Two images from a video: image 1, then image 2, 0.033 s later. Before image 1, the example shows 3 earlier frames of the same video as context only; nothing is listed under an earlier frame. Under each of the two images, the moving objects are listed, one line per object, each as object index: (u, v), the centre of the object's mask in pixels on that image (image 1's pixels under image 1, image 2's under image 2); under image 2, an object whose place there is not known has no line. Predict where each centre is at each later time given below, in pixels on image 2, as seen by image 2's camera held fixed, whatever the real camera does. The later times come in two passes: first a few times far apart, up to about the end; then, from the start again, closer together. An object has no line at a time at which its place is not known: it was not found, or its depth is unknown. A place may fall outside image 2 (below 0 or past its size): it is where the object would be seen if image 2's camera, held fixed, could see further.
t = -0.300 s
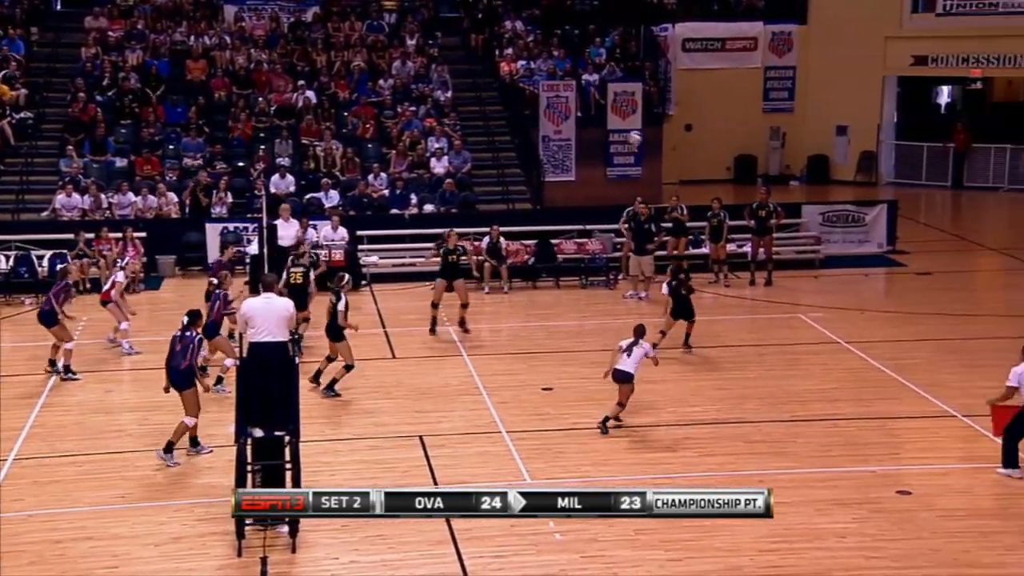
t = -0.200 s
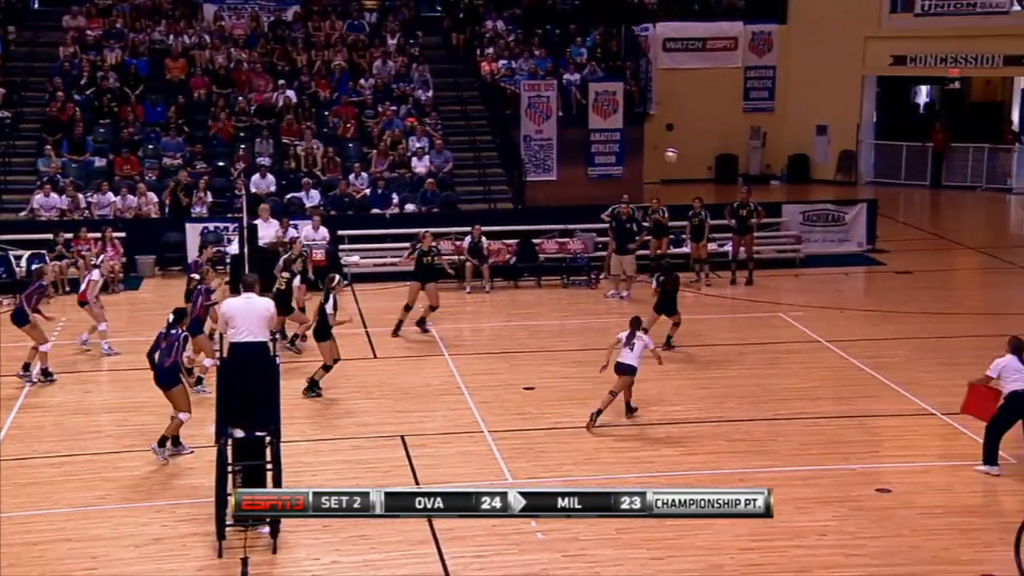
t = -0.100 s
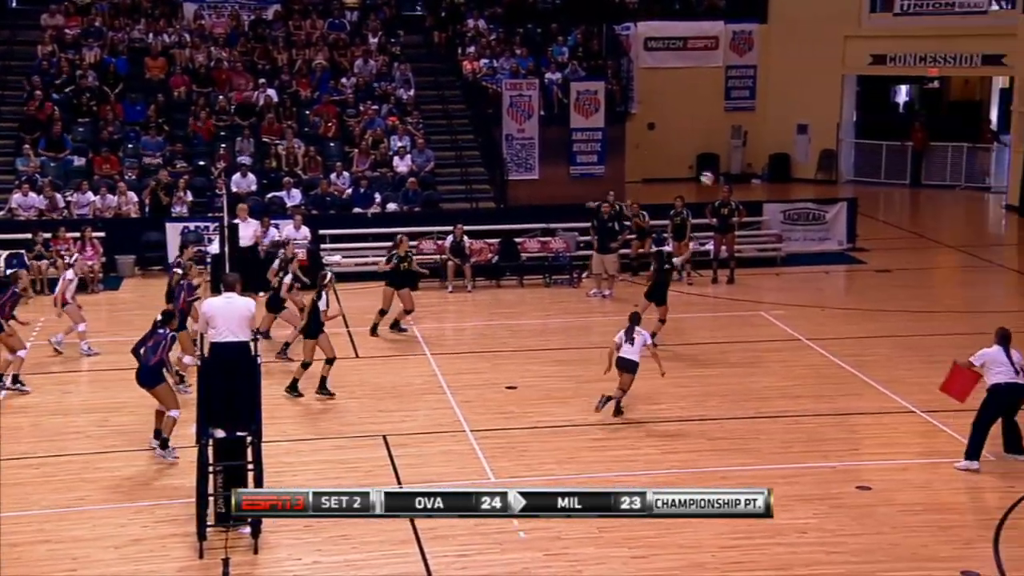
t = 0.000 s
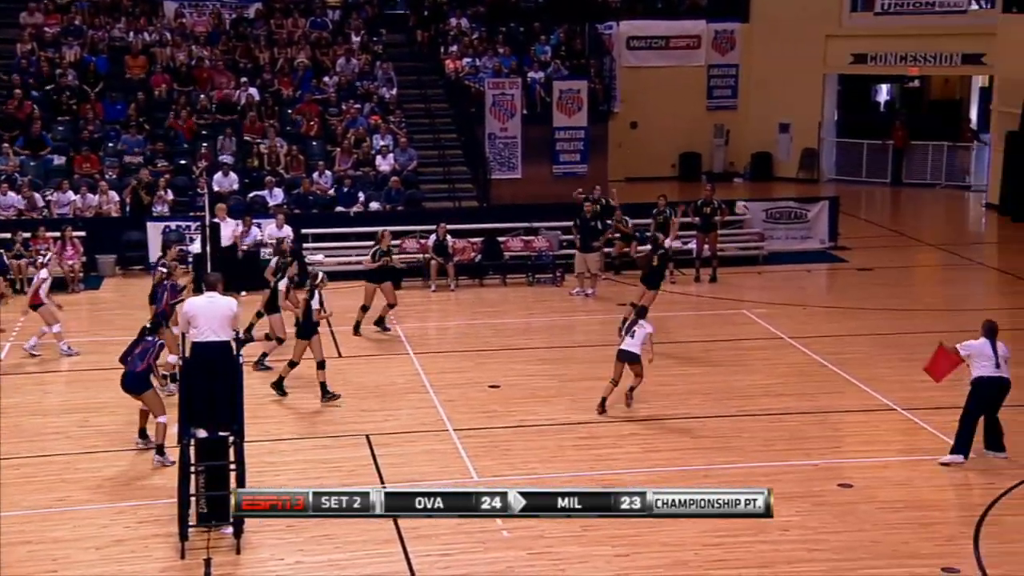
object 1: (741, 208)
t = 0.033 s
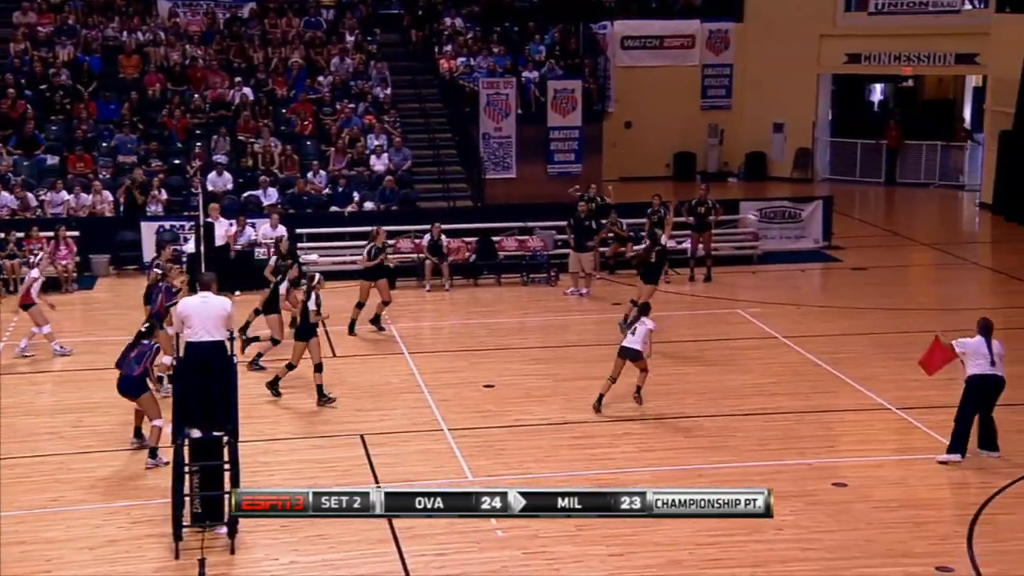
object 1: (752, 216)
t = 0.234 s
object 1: (849, 299)
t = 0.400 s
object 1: (918, 298)
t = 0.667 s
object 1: (1022, 225)
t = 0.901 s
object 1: (1112, 200)
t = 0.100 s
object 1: (786, 240)
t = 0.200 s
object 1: (833, 284)
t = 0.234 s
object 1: (849, 299)
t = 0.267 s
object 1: (865, 315)
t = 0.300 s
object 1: (880, 332)
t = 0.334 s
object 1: (891, 323)
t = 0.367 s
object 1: (904, 310)
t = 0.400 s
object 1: (918, 298)
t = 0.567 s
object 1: (983, 246)
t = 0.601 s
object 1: (996, 238)
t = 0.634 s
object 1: (1009, 230)
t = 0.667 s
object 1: (1022, 225)
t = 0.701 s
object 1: (1035, 219)
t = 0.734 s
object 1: (1048, 214)
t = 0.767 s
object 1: (1060, 210)
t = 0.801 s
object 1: (1074, 207)
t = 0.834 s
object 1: (1087, 203)
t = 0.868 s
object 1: (1099, 201)
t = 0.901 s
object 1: (1112, 200)
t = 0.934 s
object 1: (1124, 200)
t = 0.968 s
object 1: (1137, 200)
